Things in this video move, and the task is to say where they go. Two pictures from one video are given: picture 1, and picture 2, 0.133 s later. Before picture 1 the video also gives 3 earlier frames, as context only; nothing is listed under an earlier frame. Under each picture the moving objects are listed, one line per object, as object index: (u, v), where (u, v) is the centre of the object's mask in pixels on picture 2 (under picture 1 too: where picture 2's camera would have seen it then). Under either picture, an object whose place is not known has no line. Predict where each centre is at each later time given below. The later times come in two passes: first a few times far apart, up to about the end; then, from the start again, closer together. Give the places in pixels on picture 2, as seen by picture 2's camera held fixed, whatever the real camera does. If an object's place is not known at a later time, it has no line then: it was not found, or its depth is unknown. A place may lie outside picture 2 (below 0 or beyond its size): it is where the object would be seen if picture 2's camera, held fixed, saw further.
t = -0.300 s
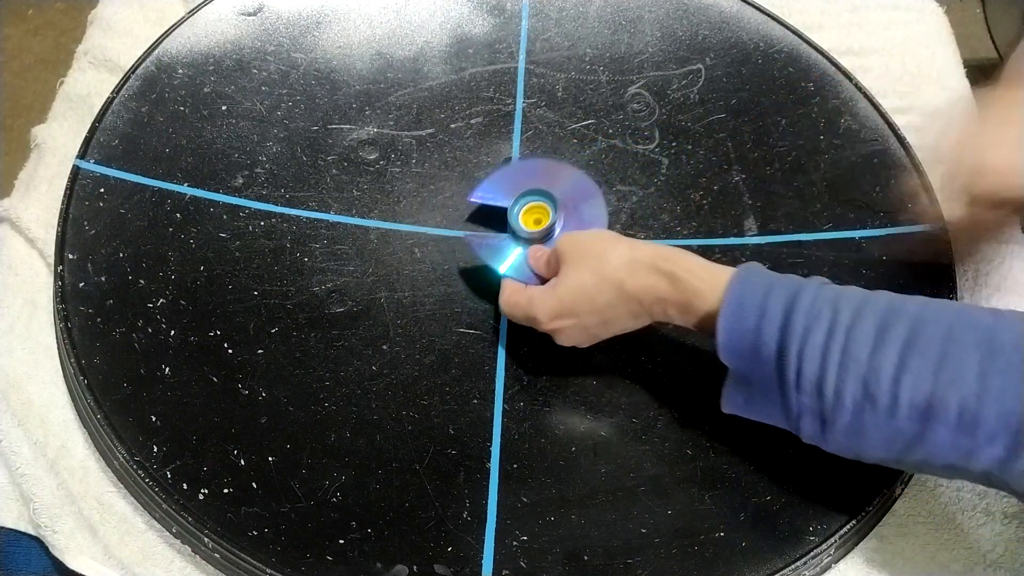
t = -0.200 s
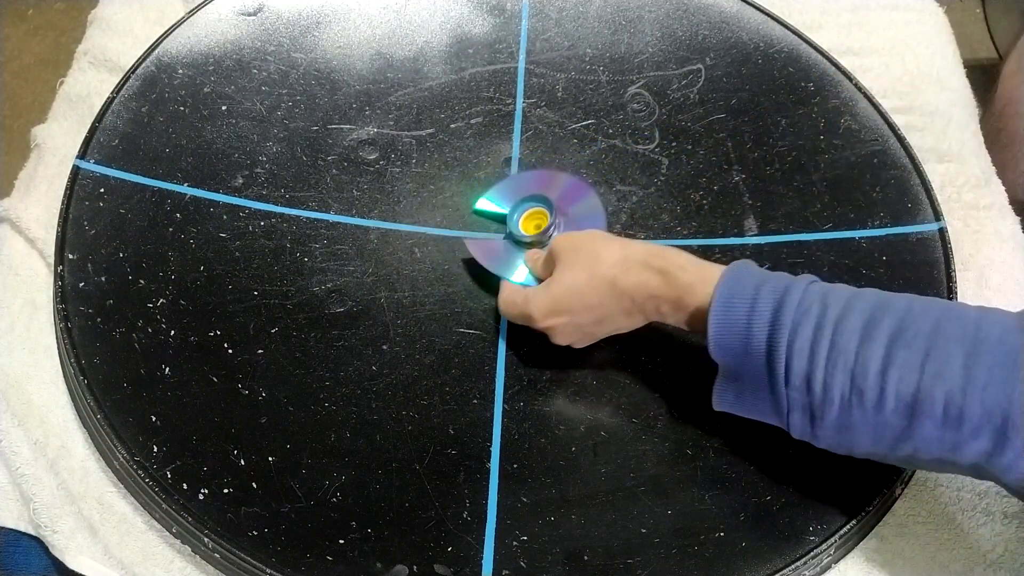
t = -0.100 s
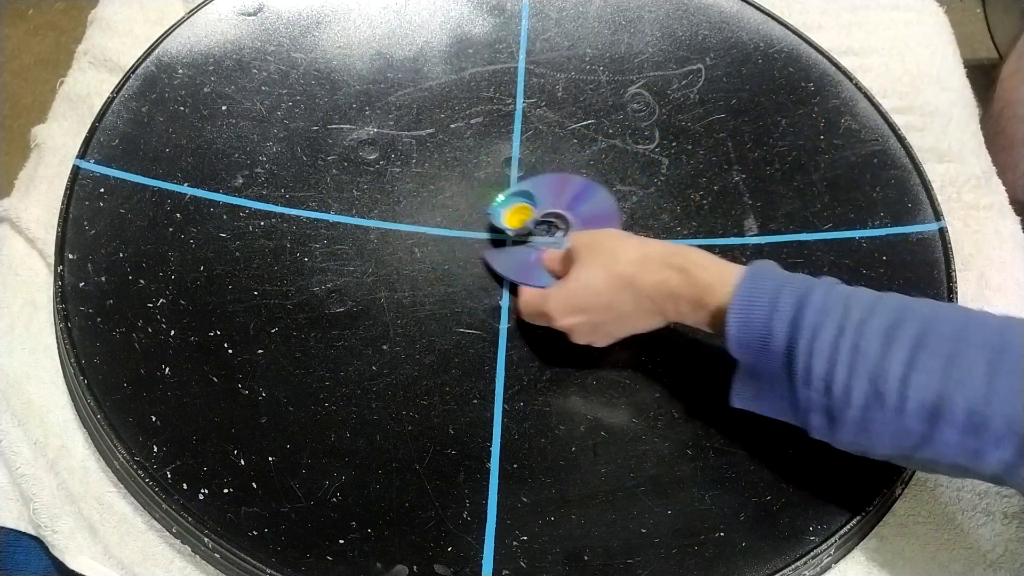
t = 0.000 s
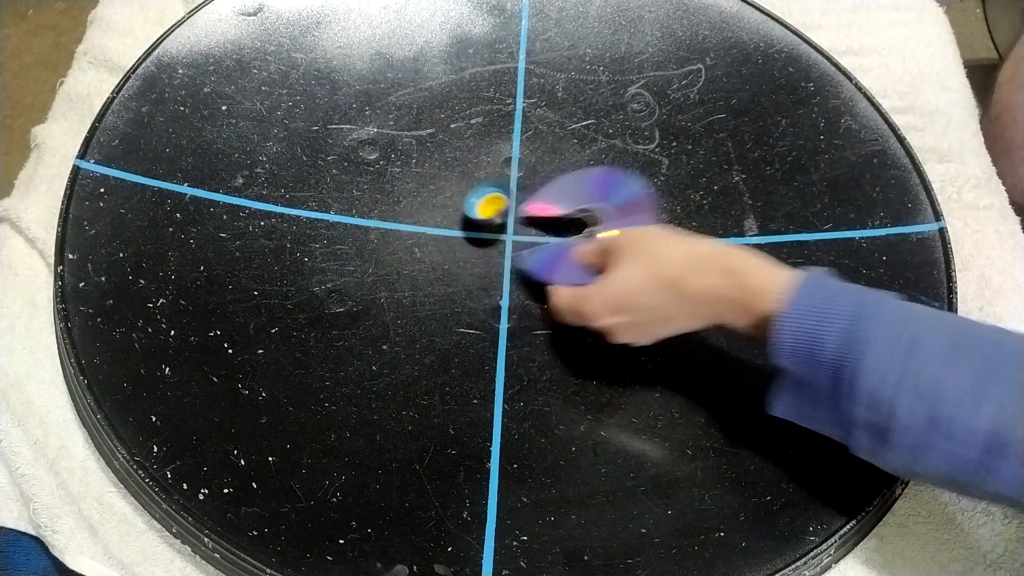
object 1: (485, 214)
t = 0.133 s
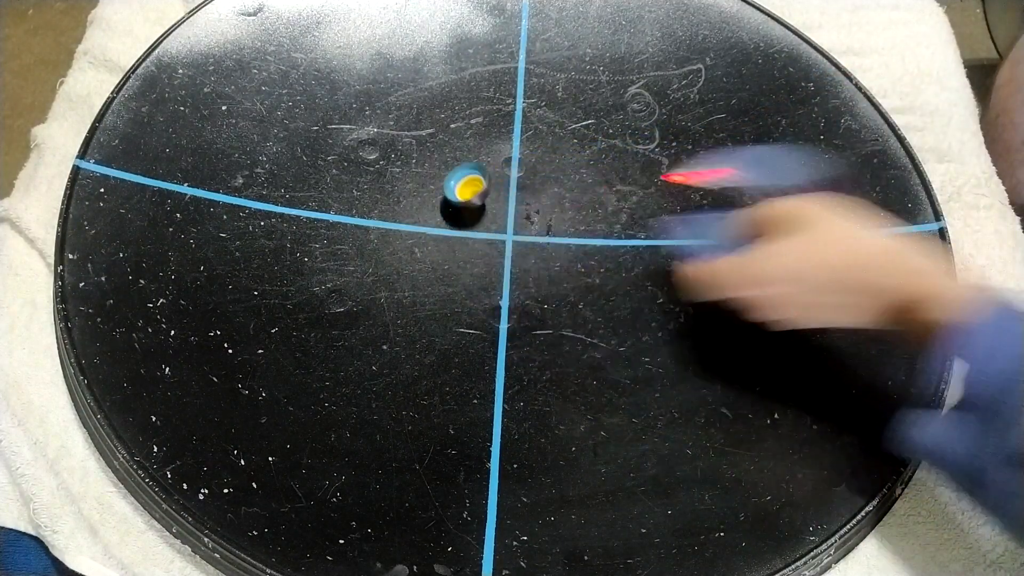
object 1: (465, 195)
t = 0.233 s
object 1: (462, 175)
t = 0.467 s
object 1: (493, 126)
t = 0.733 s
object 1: (567, 86)
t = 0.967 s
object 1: (626, 79)
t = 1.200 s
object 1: (664, 91)
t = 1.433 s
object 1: (646, 117)
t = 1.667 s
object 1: (558, 127)
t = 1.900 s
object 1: (456, 97)
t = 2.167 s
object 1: (395, 53)
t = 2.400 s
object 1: (425, 54)
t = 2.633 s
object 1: (479, 98)
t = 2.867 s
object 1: (472, 174)
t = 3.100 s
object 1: (391, 237)
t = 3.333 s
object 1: (282, 250)
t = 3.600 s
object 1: (235, 193)
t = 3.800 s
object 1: (276, 163)
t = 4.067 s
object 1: (381, 208)
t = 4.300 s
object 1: (433, 317)
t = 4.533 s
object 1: (399, 417)
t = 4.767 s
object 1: (305, 413)
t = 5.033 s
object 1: (318, 318)
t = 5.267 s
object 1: (462, 277)
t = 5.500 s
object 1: (643, 315)
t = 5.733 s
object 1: (754, 425)
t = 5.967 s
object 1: (701, 505)
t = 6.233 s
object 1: (555, 430)
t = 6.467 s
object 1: (577, 272)
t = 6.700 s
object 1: (698, 177)
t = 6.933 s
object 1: (839, 157)
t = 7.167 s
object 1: (915, 226)
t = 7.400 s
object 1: (834, 292)
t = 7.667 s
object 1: (650, 242)
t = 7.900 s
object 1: (578, 134)
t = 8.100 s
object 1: (616, 55)
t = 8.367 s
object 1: (743, 24)
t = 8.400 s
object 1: (761, 26)
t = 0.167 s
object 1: (463, 190)
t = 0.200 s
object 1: (462, 181)
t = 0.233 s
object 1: (462, 175)
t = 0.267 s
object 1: (463, 167)
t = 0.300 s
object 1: (465, 160)
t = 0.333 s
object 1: (468, 154)
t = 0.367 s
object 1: (473, 143)
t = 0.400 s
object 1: (478, 137)
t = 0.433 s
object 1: (485, 133)
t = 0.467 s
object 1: (493, 126)
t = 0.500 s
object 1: (500, 120)
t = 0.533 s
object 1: (508, 114)
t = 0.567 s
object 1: (518, 108)
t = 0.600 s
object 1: (527, 101)
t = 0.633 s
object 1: (537, 98)
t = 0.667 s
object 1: (547, 93)
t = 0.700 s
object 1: (557, 89)
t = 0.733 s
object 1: (567, 86)
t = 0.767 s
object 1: (576, 86)
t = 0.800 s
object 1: (585, 82)
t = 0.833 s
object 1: (596, 80)
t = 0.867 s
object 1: (605, 79)
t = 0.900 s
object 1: (612, 79)
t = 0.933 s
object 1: (620, 78)
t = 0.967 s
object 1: (626, 79)
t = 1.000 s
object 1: (634, 78)
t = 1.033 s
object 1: (641, 80)
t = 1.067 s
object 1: (647, 83)
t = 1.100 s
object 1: (653, 83)
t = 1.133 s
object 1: (658, 87)
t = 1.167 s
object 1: (661, 89)
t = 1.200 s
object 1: (664, 91)
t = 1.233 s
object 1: (666, 96)
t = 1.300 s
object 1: (664, 103)
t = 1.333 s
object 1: (661, 107)
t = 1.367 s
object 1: (658, 109)
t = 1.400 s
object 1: (653, 112)
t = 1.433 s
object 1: (646, 117)
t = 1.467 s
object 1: (637, 121)
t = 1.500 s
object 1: (627, 124)
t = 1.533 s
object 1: (615, 125)
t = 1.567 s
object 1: (603, 126)
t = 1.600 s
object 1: (590, 127)
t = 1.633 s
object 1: (574, 127)
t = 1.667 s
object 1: (558, 127)
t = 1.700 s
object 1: (544, 125)
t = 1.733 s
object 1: (530, 122)
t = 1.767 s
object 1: (514, 118)
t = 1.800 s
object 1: (497, 113)
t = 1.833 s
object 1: (484, 108)
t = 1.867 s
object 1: (470, 104)
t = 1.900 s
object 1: (456, 97)
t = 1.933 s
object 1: (443, 92)
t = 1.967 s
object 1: (432, 85)
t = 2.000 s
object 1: (422, 79)
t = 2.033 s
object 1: (412, 72)
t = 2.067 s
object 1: (405, 66)
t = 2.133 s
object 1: (396, 57)
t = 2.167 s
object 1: (395, 53)
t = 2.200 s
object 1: (394, 50)
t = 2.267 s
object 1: (398, 47)
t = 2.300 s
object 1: (402, 47)
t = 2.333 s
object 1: (409, 48)
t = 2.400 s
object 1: (425, 54)
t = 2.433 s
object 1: (434, 57)
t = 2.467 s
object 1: (443, 61)
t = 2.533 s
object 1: (460, 74)
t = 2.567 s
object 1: (467, 81)
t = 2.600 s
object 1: (473, 89)
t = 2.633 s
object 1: (479, 98)
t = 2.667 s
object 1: (483, 108)
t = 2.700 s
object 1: (486, 119)
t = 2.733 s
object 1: (486, 130)
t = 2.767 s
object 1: (484, 141)
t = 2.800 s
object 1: (482, 152)
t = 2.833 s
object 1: (477, 163)
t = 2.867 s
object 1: (472, 174)
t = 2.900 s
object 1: (464, 186)
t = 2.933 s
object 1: (455, 196)
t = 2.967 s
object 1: (443, 207)
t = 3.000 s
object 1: (430, 219)
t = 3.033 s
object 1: (418, 224)
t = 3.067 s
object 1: (405, 231)
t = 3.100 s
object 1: (391, 237)
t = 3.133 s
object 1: (377, 241)
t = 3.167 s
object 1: (361, 247)
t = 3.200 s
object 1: (344, 249)
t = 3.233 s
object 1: (327, 252)
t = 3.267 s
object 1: (311, 253)
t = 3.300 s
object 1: (296, 252)
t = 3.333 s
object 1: (282, 250)
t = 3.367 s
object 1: (269, 246)
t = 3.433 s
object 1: (250, 231)
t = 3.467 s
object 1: (244, 222)
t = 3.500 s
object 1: (238, 215)
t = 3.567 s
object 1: (235, 200)
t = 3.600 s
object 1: (235, 193)
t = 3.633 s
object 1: (240, 185)
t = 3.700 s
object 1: (251, 171)
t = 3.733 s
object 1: (258, 169)
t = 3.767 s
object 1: (267, 166)
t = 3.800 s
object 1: (276, 163)
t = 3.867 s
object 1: (298, 160)
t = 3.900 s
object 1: (310, 162)
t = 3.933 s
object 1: (325, 167)
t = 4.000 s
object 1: (353, 183)
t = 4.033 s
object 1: (368, 191)
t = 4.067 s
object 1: (381, 208)
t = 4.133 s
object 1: (403, 240)
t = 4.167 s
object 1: (412, 254)
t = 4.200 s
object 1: (420, 270)
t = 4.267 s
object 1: (430, 300)
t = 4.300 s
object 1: (433, 317)
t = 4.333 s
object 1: (433, 332)
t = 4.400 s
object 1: (430, 363)
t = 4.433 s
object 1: (426, 378)
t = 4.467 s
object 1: (419, 393)
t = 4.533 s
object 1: (399, 417)
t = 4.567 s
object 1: (385, 424)
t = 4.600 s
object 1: (370, 430)
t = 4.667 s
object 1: (339, 431)
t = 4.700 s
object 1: (327, 425)
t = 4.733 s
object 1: (315, 420)
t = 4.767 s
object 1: (305, 413)
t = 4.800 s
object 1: (298, 404)
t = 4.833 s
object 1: (291, 392)
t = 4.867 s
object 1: (286, 380)
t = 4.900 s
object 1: (285, 364)
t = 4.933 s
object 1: (288, 355)
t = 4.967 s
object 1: (295, 339)
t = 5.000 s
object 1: (304, 328)
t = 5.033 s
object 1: (318, 318)
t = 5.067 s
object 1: (333, 308)
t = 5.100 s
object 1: (349, 299)
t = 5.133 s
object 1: (366, 292)
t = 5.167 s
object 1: (387, 286)
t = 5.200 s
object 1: (410, 280)
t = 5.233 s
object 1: (436, 278)
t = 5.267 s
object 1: (462, 277)
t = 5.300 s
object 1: (487, 276)
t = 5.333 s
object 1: (513, 278)
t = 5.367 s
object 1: (540, 281)
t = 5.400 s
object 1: (565, 287)
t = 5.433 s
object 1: (591, 294)
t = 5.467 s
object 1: (619, 304)
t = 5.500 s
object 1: (643, 315)
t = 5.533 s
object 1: (667, 327)
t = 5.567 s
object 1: (690, 343)
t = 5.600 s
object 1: (708, 360)
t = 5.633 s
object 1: (726, 375)
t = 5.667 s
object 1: (740, 391)
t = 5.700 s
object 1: (749, 409)
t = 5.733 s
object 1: (754, 425)
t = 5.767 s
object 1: (757, 442)
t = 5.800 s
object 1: (758, 456)
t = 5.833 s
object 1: (755, 469)
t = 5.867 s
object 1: (748, 480)
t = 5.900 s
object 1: (736, 490)
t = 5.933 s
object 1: (720, 499)
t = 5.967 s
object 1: (701, 505)
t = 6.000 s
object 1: (680, 510)
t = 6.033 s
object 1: (661, 510)
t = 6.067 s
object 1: (642, 505)
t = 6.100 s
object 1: (621, 496)
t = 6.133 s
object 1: (600, 484)
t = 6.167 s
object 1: (582, 467)
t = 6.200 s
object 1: (567, 449)
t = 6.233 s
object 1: (555, 430)
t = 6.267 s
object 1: (547, 407)
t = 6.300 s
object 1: (543, 384)
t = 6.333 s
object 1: (543, 360)
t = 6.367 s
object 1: (545, 337)
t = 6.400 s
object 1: (553, 314)
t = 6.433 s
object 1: (563, 293)
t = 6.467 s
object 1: (577, 272)
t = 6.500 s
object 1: (591, 255)
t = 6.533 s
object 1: (608, 235)
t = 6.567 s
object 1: (625, 214)
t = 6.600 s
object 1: (642, 204)
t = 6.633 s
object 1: (661, 193)
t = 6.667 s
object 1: (681, 182)
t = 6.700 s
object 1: (698, 177)
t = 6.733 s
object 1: (718, 171)
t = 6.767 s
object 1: (738, 167)
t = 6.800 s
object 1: (757, 162)
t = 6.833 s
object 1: (777, 158)
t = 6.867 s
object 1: (798, 156)
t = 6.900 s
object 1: (818, 158)
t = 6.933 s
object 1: (839, 157)
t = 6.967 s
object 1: (860, 158)
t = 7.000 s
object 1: (880, 161)
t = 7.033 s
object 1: (901, 166)
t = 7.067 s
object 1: (917, 178)
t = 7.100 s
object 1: (918, 190)
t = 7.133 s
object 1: (915, 211)
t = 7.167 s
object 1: (915, 226)
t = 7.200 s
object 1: (911, 242)
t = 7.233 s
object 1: (908, 255)
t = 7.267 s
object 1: (900, 267)
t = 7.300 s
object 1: (888, 277)
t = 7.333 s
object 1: (874, 284)
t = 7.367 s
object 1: (855, 289)
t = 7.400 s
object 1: (834, 292)
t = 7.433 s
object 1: (813, 294)
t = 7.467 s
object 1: (789, 293)
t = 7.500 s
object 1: (764, 291)
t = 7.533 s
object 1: (739, 283)
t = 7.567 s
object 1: (714, 277)
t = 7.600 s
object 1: (690, 268)
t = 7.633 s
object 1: (670, 256)
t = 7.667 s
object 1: (650, 242)
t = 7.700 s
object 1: (632, 231)
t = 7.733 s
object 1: (618, 211)
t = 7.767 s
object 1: (604, 200)
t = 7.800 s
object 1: (594, 184)
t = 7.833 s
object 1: (585, 168)
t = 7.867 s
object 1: (581, 151)
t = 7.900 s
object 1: (578, 134)
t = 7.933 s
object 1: (579, 119)
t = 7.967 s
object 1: (582, 103)
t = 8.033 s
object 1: (594, 77)
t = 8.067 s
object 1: (604, 66)
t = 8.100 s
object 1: (616, 55)
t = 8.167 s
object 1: (641, 39)
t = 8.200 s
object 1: (656, 31)
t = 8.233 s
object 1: (673, 26)
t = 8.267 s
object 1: (689, 23)
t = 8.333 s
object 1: (724, 24)
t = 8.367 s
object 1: (743, 24)
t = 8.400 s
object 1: (761, 26)
